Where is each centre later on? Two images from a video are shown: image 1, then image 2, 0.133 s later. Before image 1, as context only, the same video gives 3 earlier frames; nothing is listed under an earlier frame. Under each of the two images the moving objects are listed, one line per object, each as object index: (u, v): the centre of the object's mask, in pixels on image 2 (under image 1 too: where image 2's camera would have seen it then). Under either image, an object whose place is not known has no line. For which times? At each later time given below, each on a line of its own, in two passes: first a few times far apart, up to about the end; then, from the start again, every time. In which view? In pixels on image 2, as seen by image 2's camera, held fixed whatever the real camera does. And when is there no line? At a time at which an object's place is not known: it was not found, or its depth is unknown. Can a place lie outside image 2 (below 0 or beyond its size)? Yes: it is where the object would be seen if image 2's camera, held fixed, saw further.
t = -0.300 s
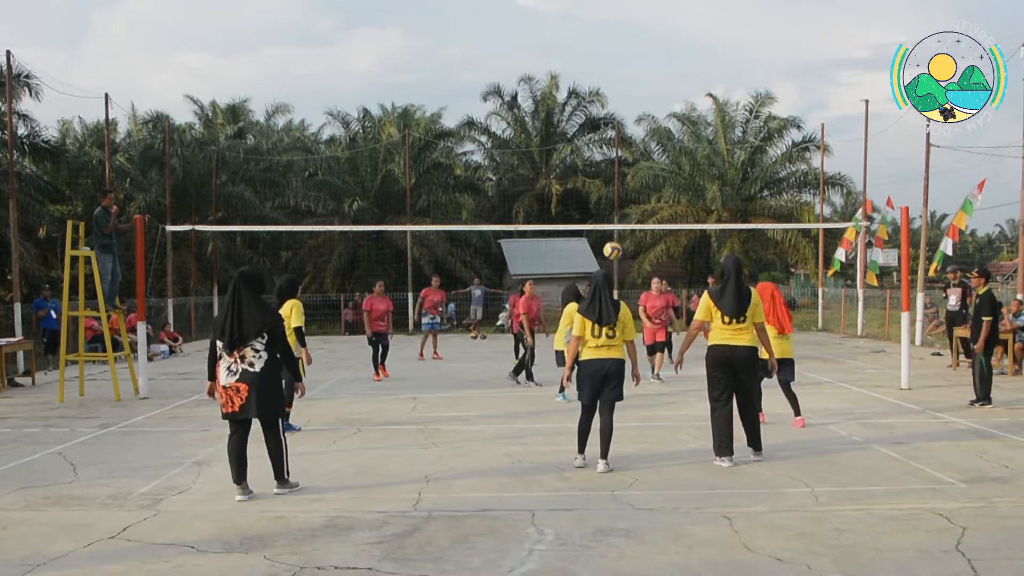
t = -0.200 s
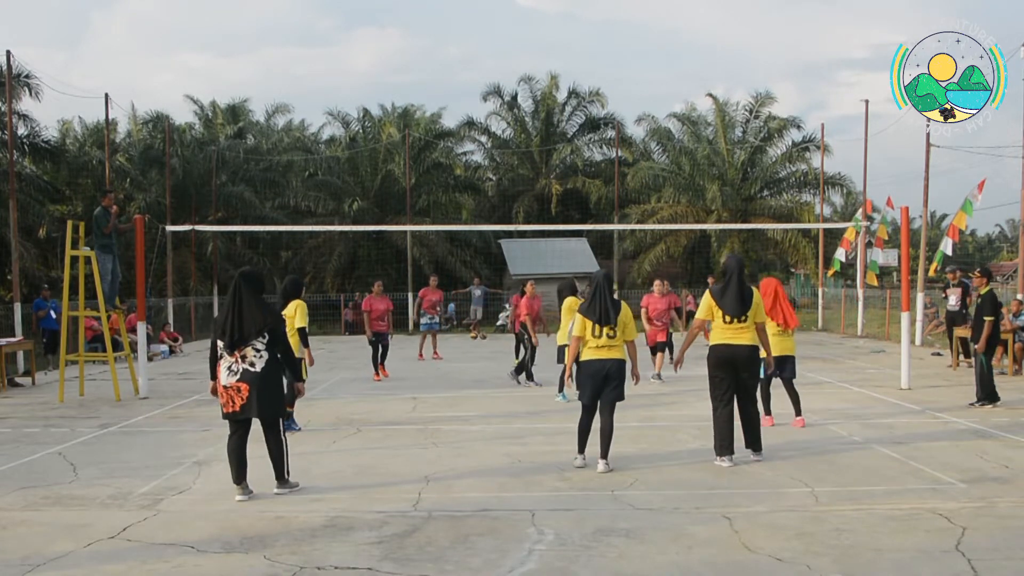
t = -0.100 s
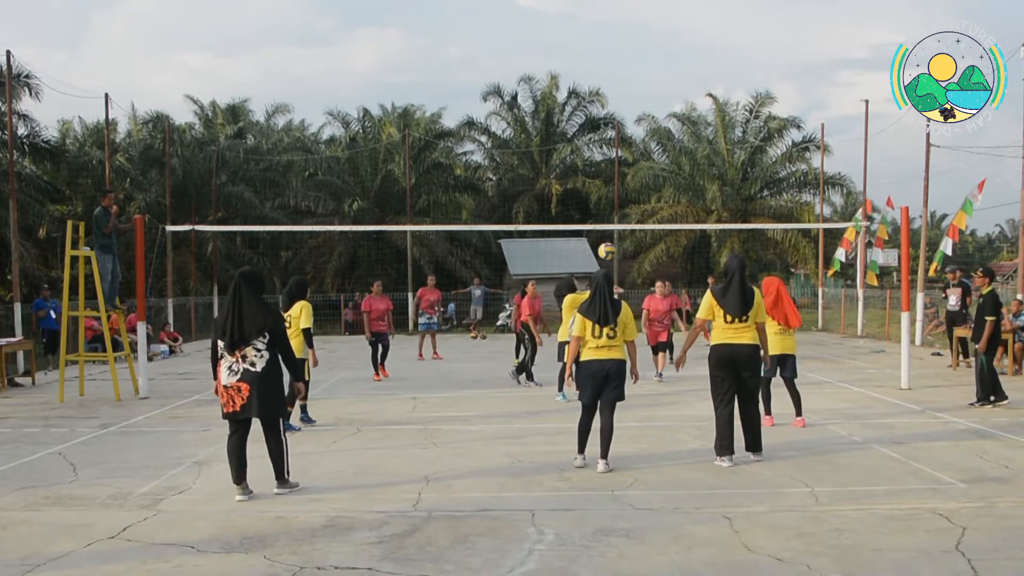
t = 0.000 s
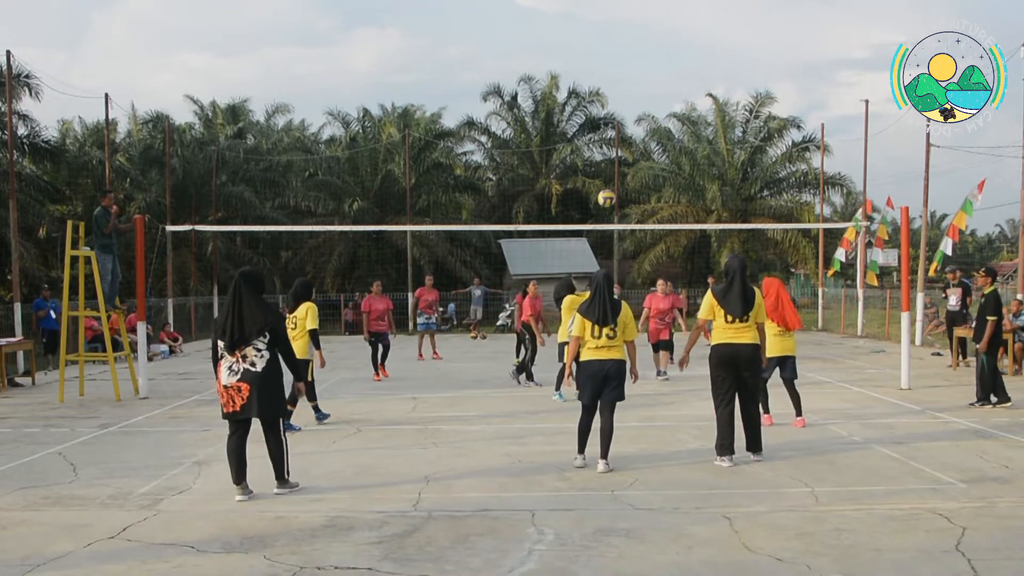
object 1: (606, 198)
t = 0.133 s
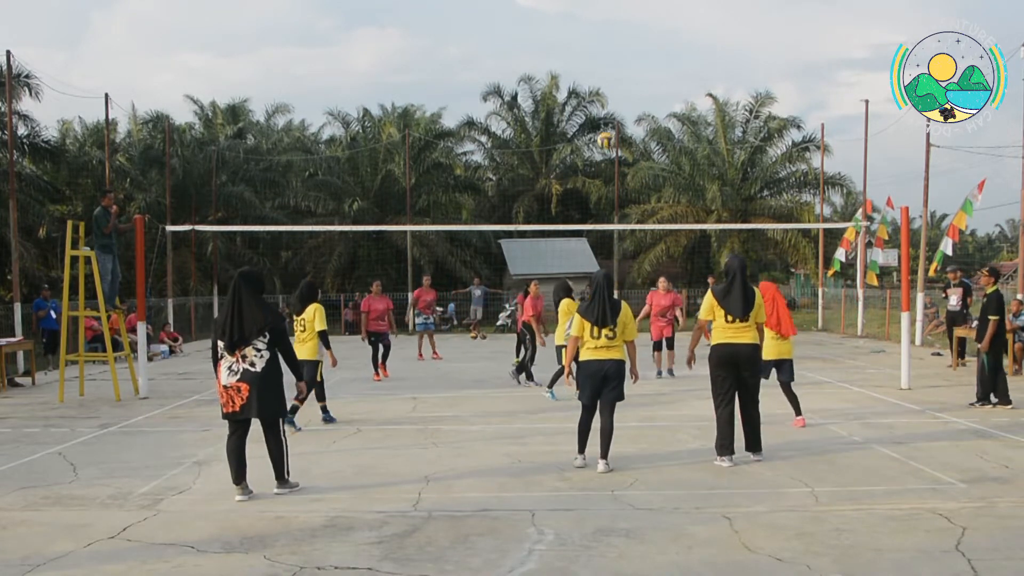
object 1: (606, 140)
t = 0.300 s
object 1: (606, 88)
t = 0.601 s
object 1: (607, 50)
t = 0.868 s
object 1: (608, 74)
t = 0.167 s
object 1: (606, 128)
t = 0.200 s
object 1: (606, 117)
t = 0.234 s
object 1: (606, 106)
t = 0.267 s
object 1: (606, 96)
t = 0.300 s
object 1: (606, 88)
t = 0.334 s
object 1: (606, 80)
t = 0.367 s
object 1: (606, 73)
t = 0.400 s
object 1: (606, 67)
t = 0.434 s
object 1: (606, 62)
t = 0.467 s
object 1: (606, 58)
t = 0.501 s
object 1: (606, 55)
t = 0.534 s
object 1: (606, 52)
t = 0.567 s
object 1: (607, 50)
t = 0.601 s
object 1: (607, 50)
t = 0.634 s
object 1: (607, 50)
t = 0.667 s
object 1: (607, 50)
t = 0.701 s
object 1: (607, 52)
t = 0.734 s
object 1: (607, 55)
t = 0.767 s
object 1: (608, 58)
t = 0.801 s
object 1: (608, 63)
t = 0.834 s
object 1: (608, 68)
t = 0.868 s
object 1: (608, 74)
